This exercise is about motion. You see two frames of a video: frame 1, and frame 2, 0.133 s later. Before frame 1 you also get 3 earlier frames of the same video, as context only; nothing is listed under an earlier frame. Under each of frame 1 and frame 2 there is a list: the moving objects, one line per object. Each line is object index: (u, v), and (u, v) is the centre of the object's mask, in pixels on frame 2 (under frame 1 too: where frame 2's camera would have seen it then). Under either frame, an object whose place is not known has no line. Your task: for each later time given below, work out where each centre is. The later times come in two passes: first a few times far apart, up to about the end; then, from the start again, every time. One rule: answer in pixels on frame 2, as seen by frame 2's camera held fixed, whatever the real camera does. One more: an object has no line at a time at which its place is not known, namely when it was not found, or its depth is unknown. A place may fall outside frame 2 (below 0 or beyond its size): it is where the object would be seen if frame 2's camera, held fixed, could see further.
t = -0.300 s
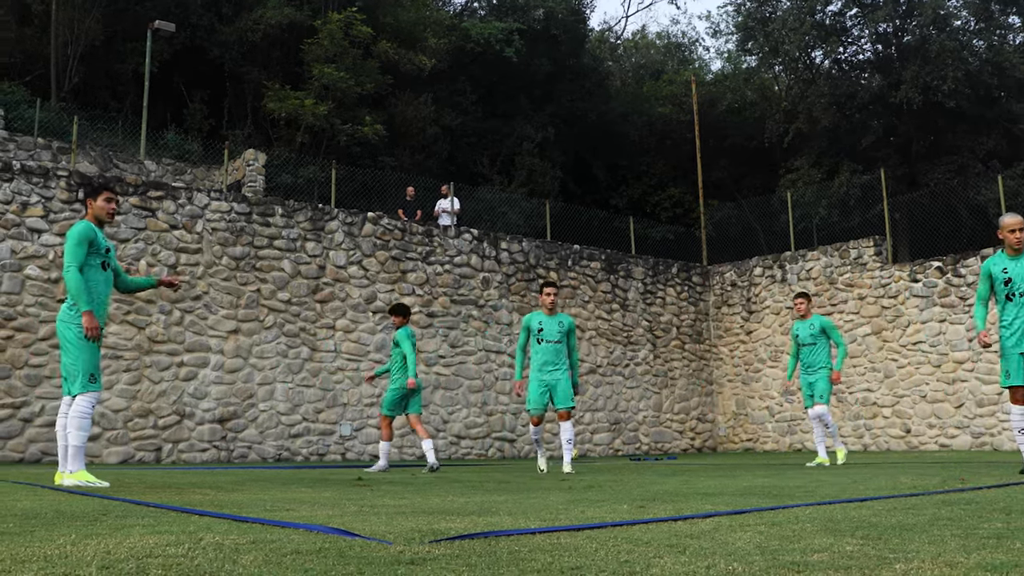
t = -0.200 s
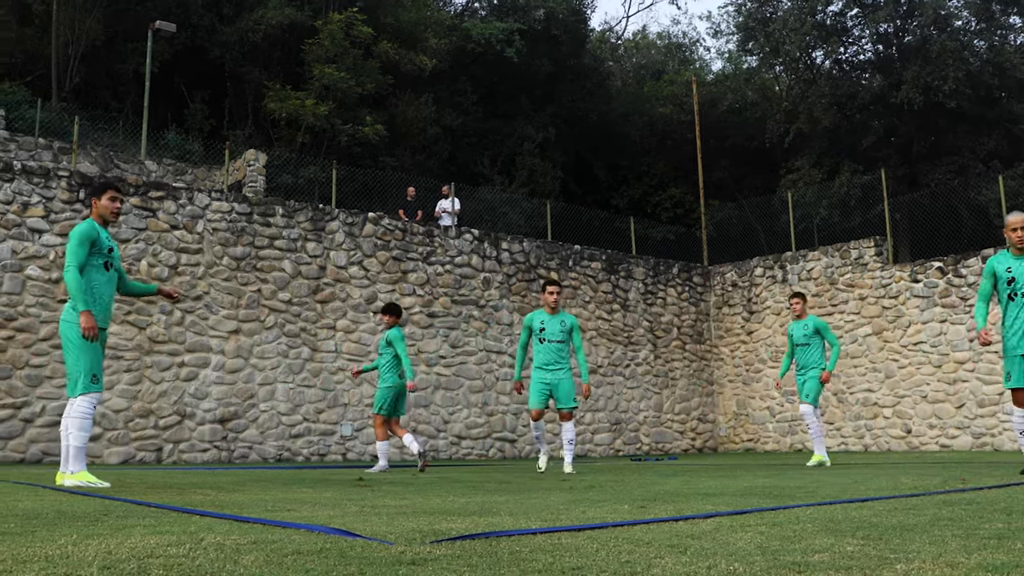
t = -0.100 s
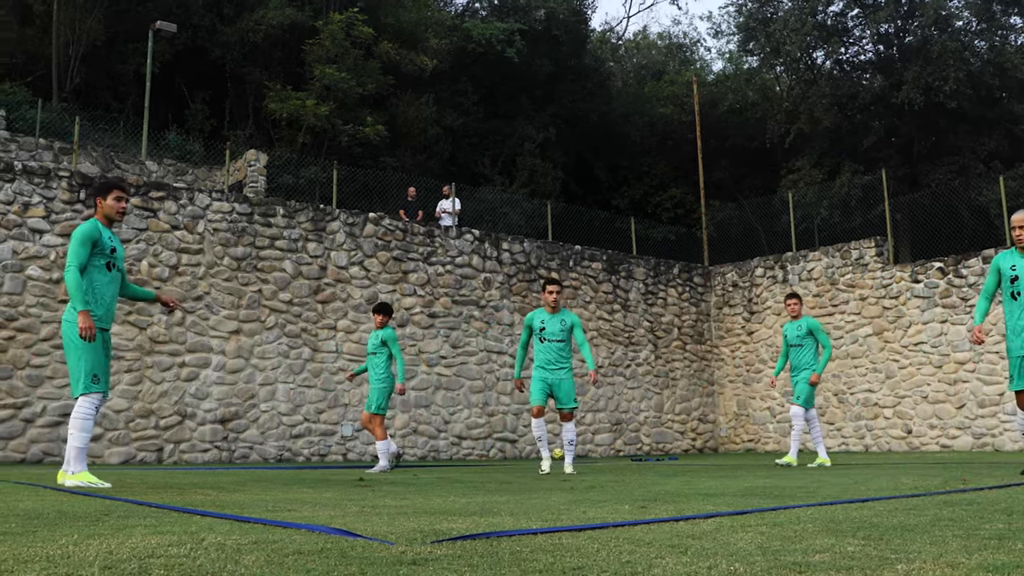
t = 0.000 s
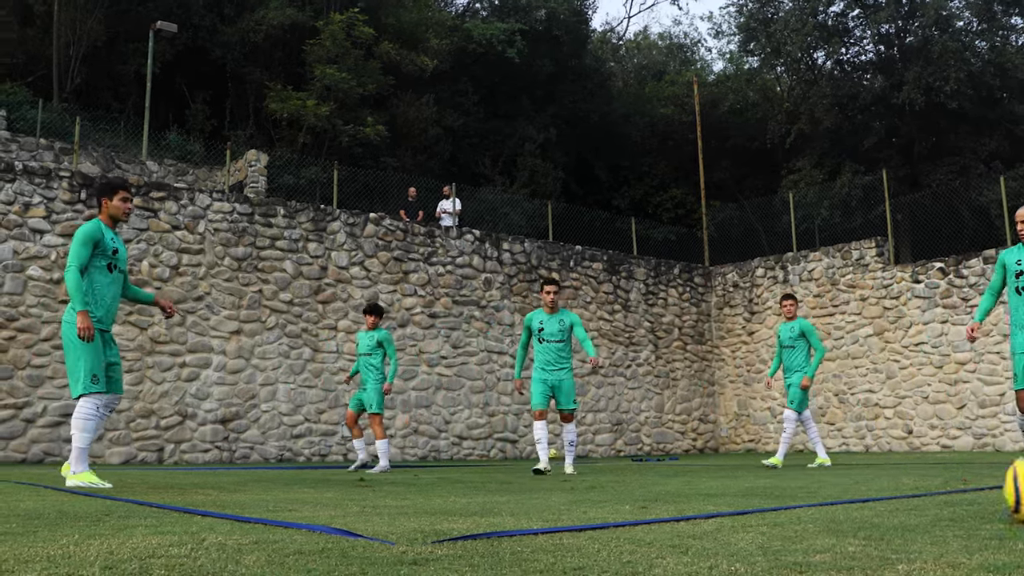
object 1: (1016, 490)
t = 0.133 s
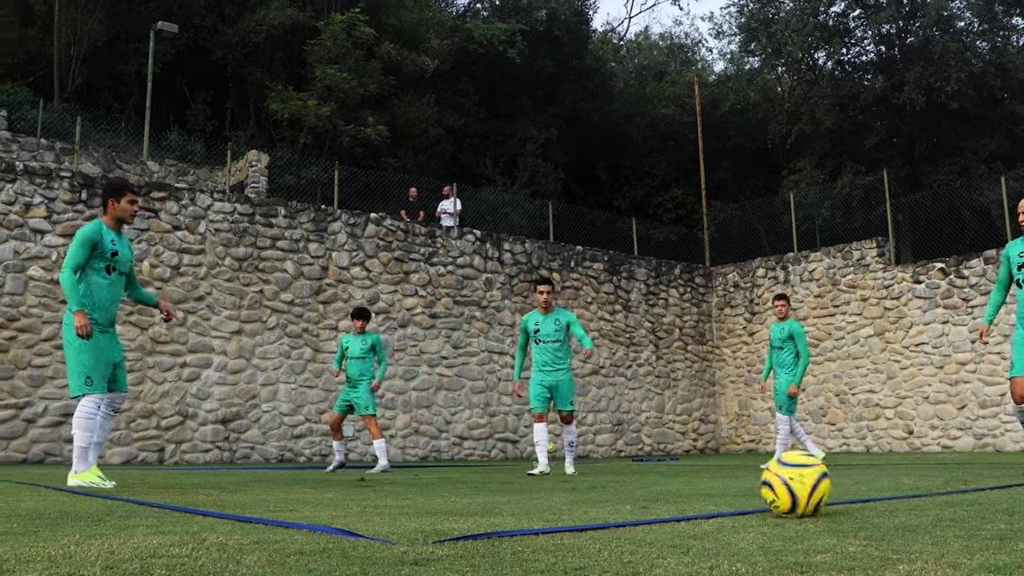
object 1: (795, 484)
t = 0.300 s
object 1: (579, 480)
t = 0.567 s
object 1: (343, 480)
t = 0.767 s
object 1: (222, 476)
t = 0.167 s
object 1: (746, 483)
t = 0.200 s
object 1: (699, 482)
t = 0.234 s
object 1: (654, 484)
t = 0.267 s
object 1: (615, 483)
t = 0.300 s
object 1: (579, 480)
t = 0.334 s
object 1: (544, 478)
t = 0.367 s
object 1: (510, 478)
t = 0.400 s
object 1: (477, 481)
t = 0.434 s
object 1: (448, 481)
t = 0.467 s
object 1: (420, 479)
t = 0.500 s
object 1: (393, 478)
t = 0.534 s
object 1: (368, 479)
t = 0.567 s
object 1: (343, 480)
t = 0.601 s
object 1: (320, 479)
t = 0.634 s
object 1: (300, 476)
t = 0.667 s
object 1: (279, 474)
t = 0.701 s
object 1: (259, 474)
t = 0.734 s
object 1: (240, 476)
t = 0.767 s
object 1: (222, 476)
